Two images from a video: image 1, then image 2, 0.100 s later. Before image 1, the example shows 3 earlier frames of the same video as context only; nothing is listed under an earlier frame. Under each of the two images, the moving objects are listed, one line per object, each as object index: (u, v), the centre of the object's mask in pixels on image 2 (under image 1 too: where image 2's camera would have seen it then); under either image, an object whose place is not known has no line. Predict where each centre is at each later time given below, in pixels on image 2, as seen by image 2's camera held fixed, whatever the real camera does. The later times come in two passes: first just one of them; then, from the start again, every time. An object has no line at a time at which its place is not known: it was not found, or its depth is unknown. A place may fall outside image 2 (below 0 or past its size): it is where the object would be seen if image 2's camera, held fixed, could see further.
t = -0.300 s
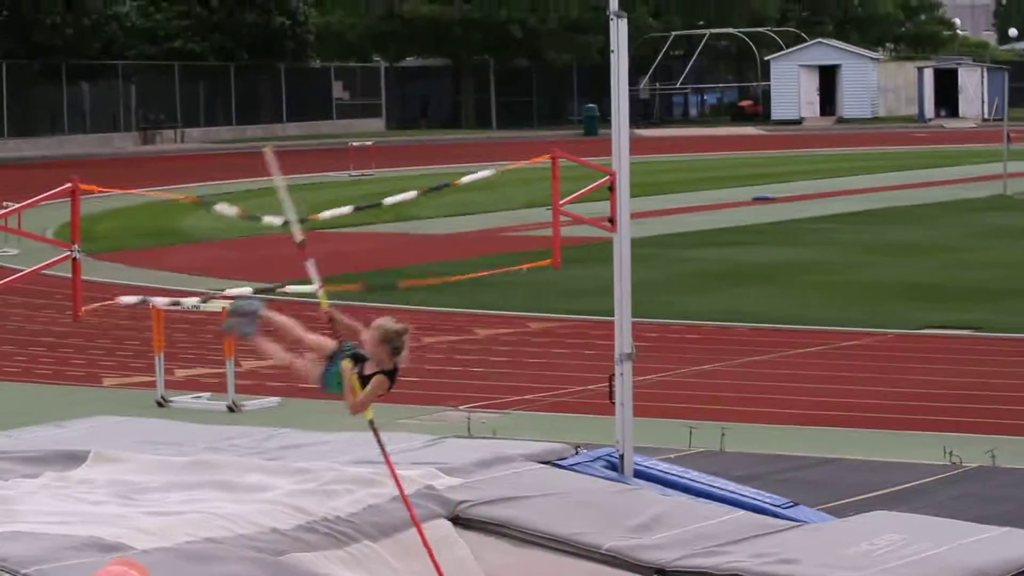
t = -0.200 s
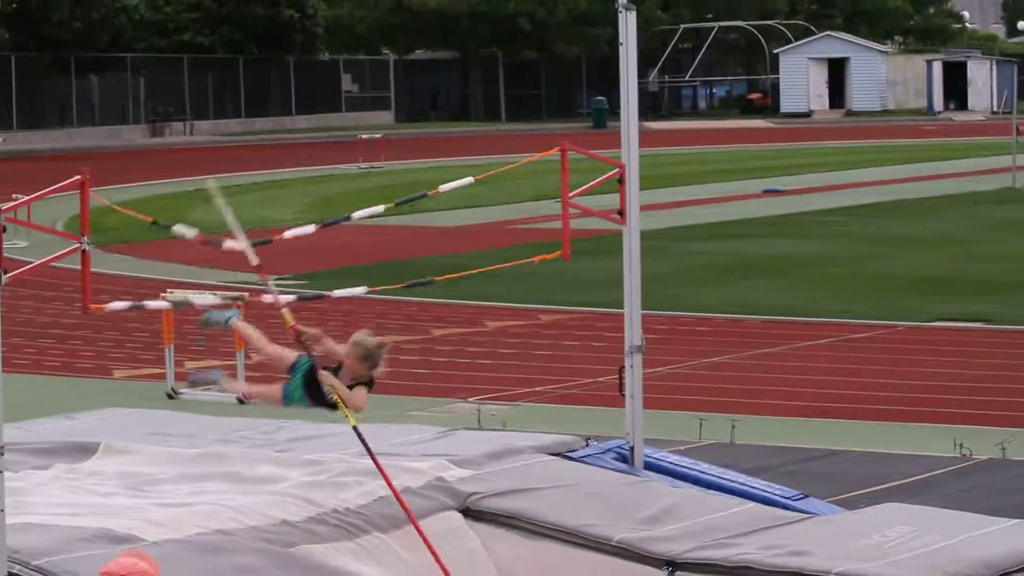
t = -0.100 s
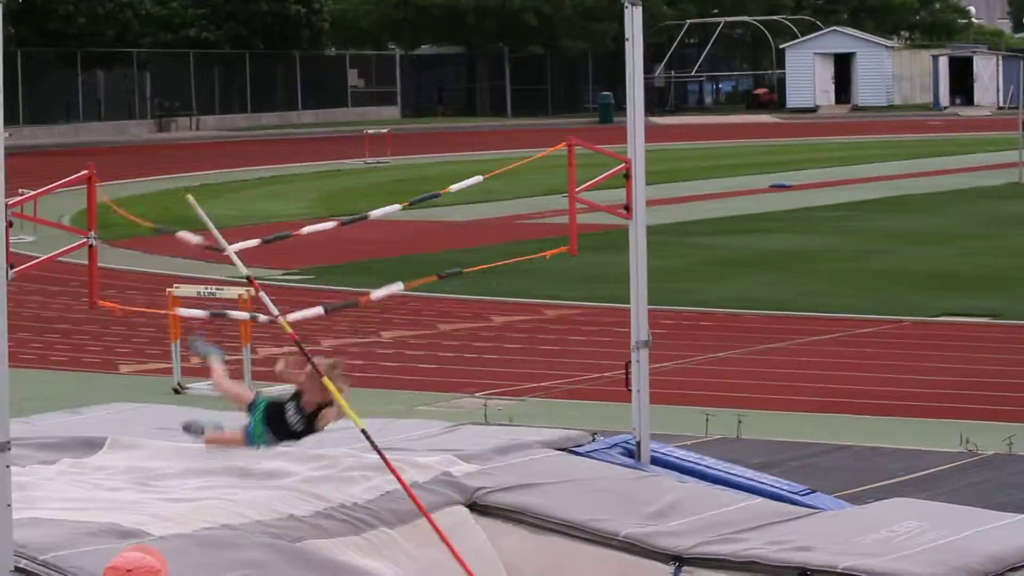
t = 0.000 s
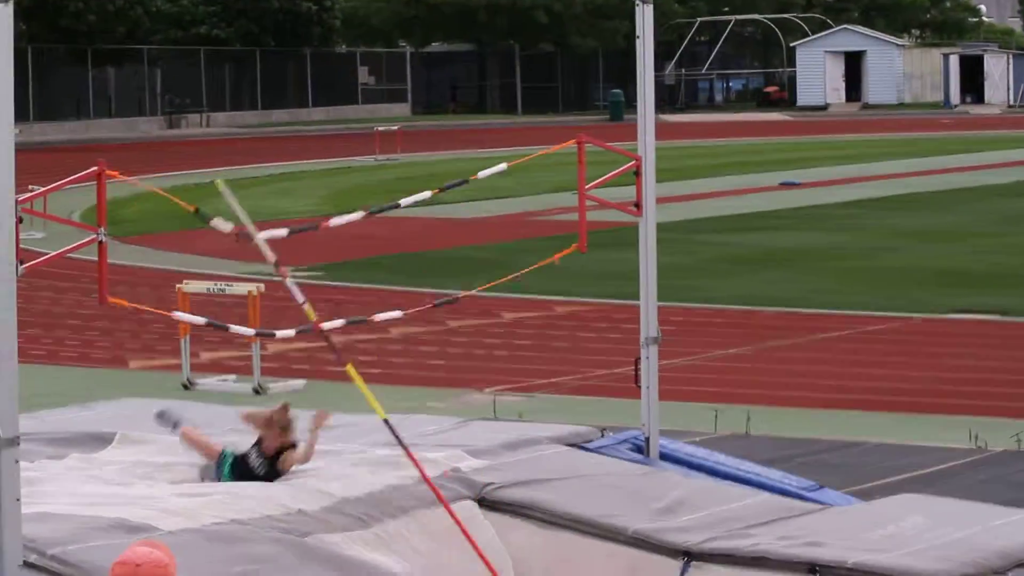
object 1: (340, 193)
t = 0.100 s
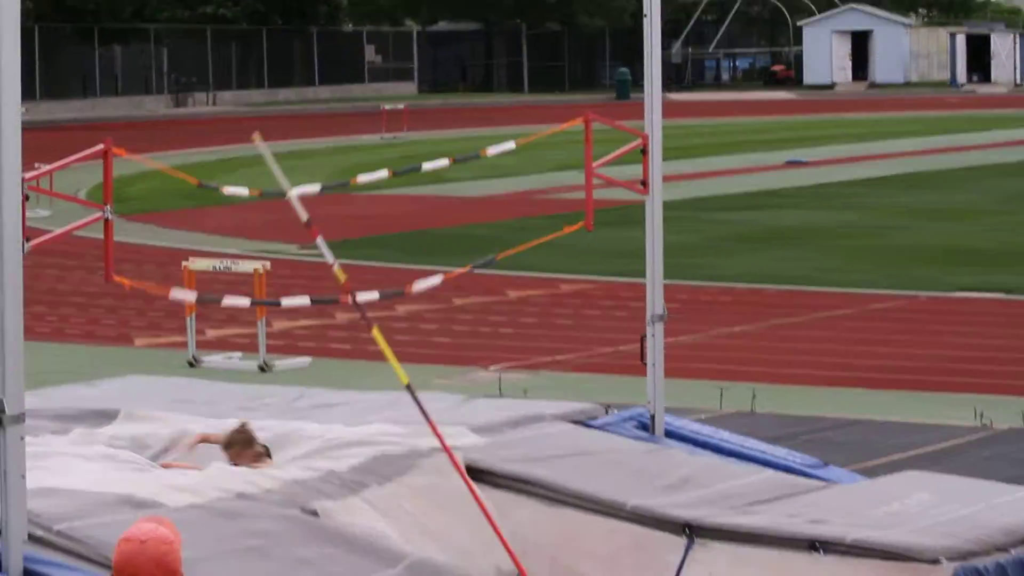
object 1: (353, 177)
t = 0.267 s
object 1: (358, 153)
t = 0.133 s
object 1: (347, 175)
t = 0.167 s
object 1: (351, 172)
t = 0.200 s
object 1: (350, 166)
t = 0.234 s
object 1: (354, 160)
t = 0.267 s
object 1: (358, 153)
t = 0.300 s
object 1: (363, 152)
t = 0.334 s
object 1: (365, 150)
